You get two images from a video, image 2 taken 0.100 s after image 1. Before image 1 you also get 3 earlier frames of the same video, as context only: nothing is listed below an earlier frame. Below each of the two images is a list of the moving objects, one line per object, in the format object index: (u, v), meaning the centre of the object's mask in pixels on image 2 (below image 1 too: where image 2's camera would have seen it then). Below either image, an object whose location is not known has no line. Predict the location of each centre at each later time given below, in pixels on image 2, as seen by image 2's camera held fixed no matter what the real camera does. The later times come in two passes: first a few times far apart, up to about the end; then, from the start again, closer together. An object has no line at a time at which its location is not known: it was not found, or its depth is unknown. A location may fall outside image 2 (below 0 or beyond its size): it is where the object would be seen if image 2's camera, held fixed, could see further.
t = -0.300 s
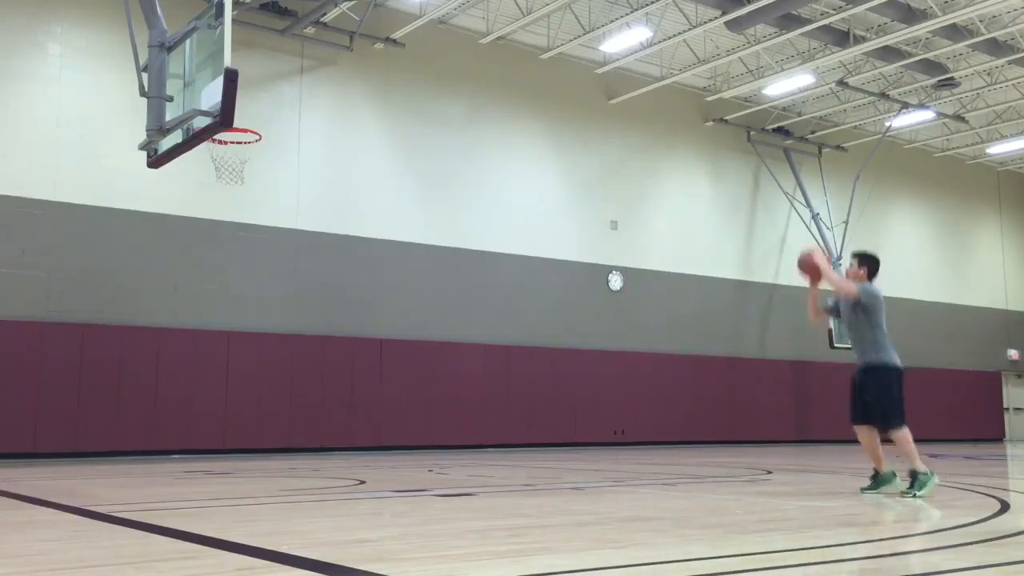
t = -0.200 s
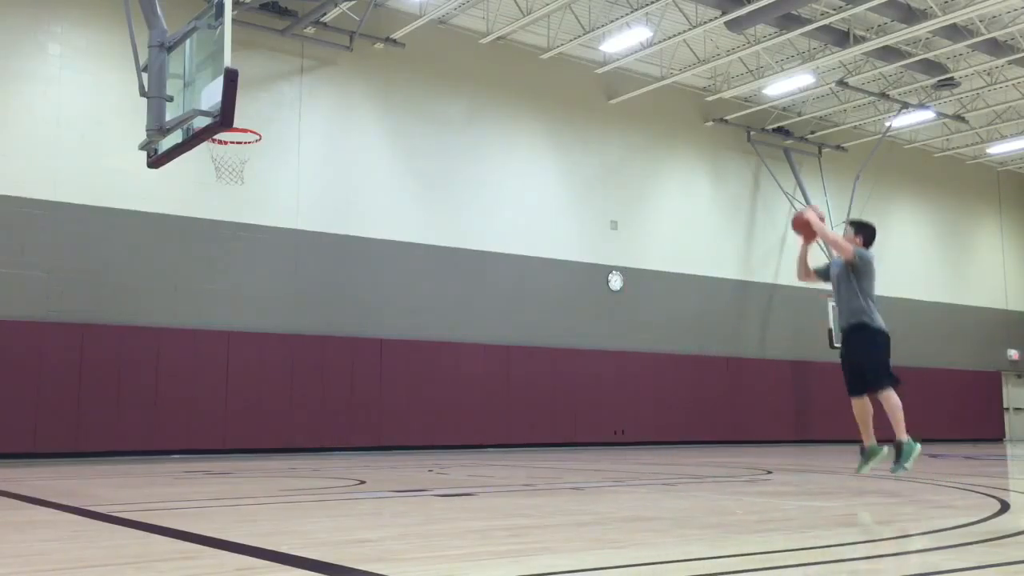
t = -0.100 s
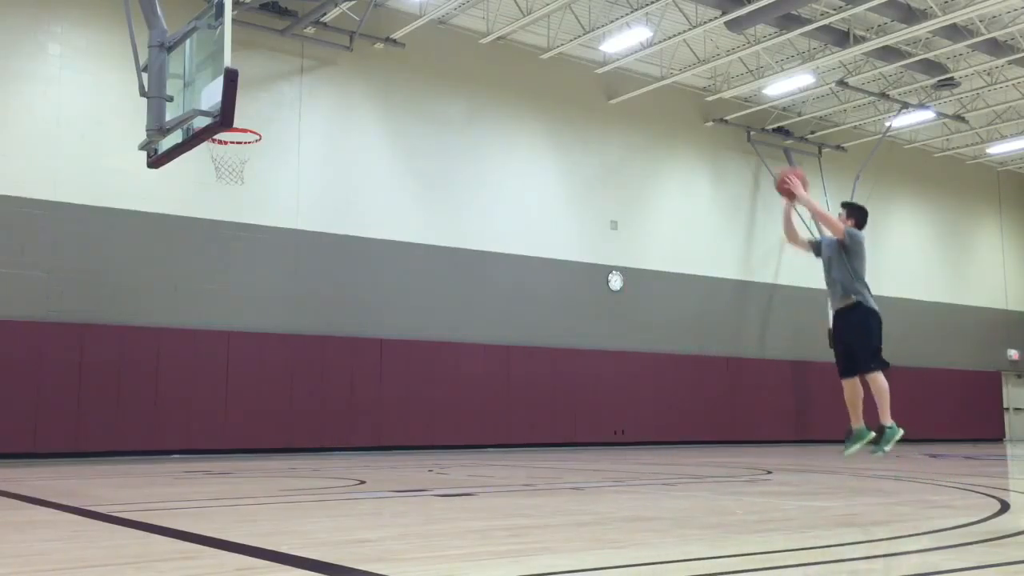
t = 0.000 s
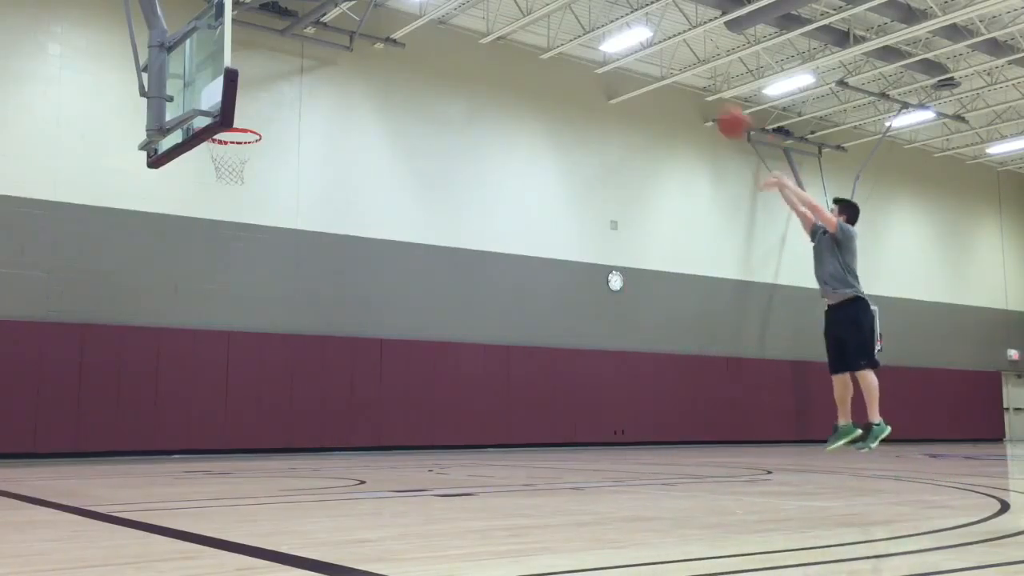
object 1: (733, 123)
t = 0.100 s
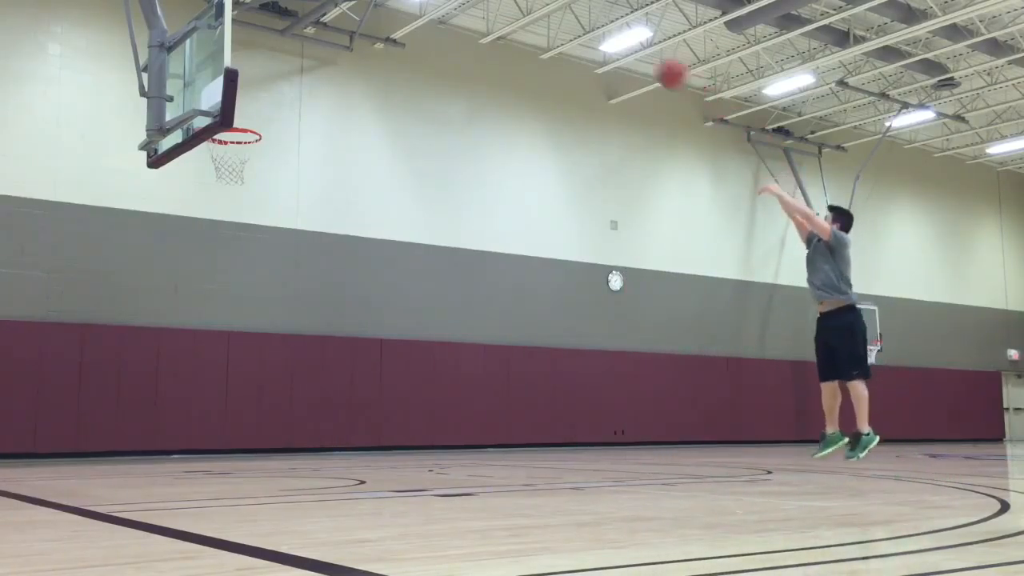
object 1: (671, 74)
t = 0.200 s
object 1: (611, 37)
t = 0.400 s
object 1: (504, 7)
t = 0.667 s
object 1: (371, 25)
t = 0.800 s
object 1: (306, 63)
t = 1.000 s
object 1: (220, 150)
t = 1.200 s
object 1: (233, 258)
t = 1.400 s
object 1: (242, 416)
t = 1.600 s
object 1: (278, 380)
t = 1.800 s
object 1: (326, 283)
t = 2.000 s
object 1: (374, 230)
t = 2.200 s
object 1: (421, 223)
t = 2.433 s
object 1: (479, 276)
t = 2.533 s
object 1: (504, 321)
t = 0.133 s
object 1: (652, 62)
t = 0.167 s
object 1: (634, 51)
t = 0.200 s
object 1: (611, 37)
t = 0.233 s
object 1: (595, 28)
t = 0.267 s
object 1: (576, 20)
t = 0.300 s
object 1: (558, 14)
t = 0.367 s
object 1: (522, 8)
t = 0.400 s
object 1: (504, 7)
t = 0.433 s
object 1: (487, 7)
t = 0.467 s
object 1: (470, 6)
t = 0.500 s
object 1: (453, 7)
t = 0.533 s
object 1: (437, 8)
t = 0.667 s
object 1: (371, 25)
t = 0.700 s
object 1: (356, 32)
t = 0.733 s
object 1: (339, 40)
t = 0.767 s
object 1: (321, 51)
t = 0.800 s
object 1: (306, 63)
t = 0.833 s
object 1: (291, 74)
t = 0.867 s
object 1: (275, 87)
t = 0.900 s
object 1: (259, 102)
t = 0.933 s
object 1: (246, 116)
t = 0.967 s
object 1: (229, 138)
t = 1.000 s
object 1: (220, 150)
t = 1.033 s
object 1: (222, 167)
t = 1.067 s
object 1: (224, 184)
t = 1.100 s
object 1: (226, 198)
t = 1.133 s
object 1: (229, 217)
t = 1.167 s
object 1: (231, 238)
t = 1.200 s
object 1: (233, 258)
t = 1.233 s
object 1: (235, 280)
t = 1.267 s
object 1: (237, 305)
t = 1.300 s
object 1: (239, 330)
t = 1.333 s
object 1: (240, 355)
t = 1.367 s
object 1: (241, 386)
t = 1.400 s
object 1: (242, 416)
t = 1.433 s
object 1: (243, 446)
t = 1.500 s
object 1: (255, 443)
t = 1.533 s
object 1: (262, 421)
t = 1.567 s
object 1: (270, 400)
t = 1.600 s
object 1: (278, 380)
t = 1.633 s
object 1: (287, 359)
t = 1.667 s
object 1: (295, 344)
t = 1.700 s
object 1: (303, 326)
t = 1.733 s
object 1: (310, 310)
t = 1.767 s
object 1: (318, 296)
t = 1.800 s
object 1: (326, 283)
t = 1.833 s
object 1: (334, 271)
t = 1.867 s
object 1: (342, 261)
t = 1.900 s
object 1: (350, 253)
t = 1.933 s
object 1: (358, 243)
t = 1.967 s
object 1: (366, 236)
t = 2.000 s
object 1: (374, 230)
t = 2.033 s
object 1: (382, 225)
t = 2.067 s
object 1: (390, 223)
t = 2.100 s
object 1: (398, 221)
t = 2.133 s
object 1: (406, 220)
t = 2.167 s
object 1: (413, 221)
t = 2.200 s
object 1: (421, 223)
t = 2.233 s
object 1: (430, 227)
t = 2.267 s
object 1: (438, 231)
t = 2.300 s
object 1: (446, 238)
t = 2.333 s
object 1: (454, 245)
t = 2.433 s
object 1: (479, 276)
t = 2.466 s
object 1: (488, 290)
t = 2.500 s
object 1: (496, 305)
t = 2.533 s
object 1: (504, 321)
